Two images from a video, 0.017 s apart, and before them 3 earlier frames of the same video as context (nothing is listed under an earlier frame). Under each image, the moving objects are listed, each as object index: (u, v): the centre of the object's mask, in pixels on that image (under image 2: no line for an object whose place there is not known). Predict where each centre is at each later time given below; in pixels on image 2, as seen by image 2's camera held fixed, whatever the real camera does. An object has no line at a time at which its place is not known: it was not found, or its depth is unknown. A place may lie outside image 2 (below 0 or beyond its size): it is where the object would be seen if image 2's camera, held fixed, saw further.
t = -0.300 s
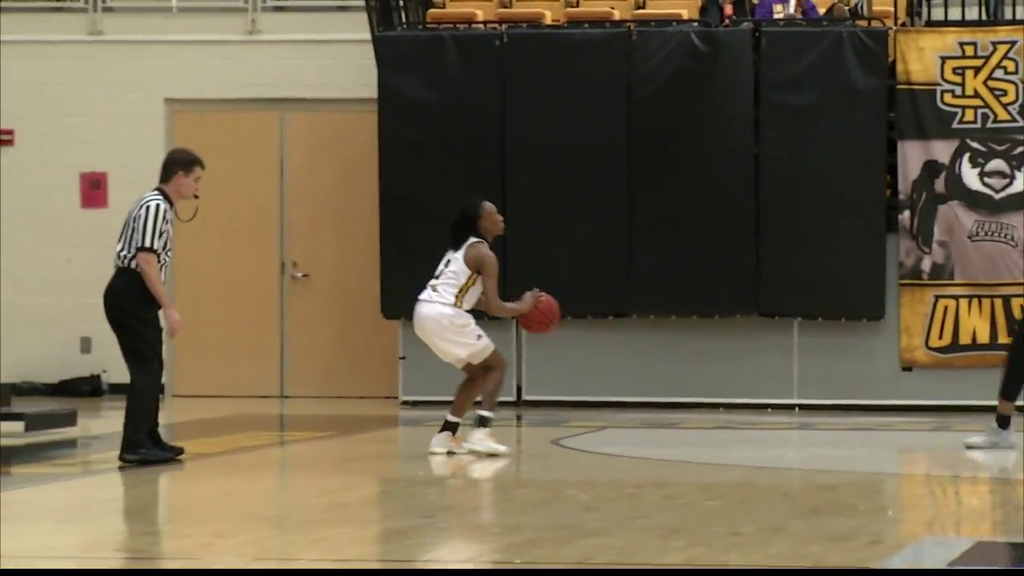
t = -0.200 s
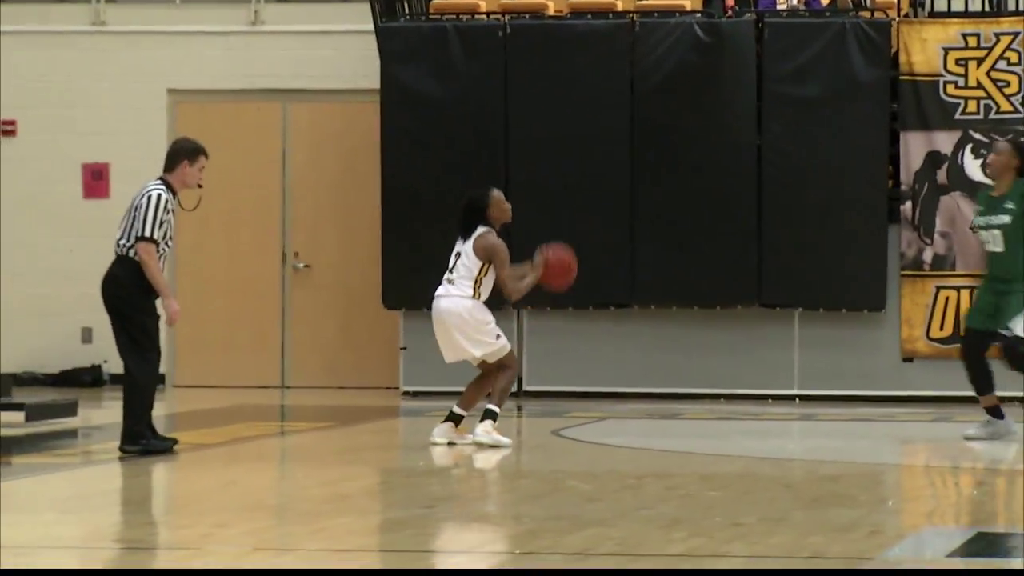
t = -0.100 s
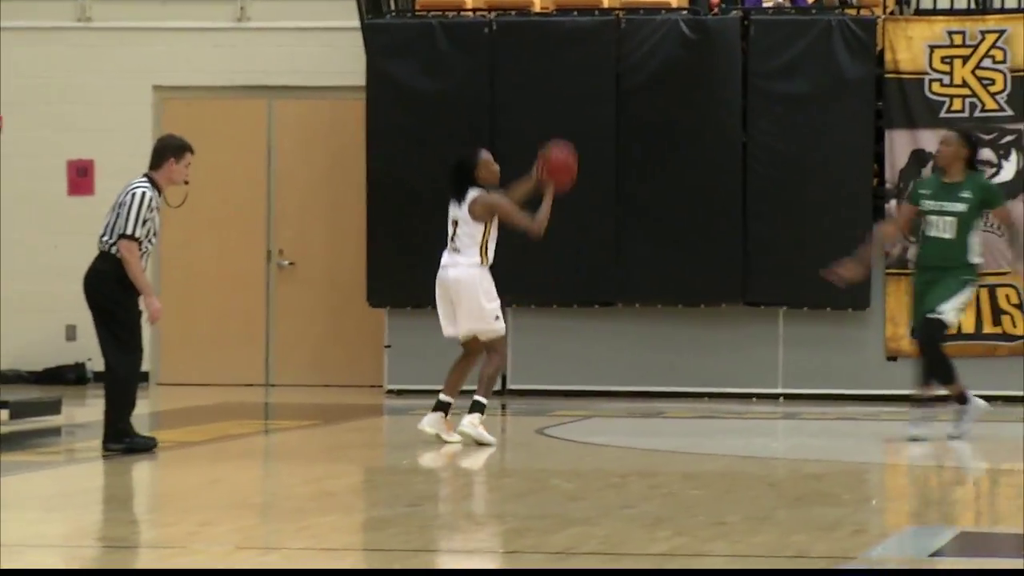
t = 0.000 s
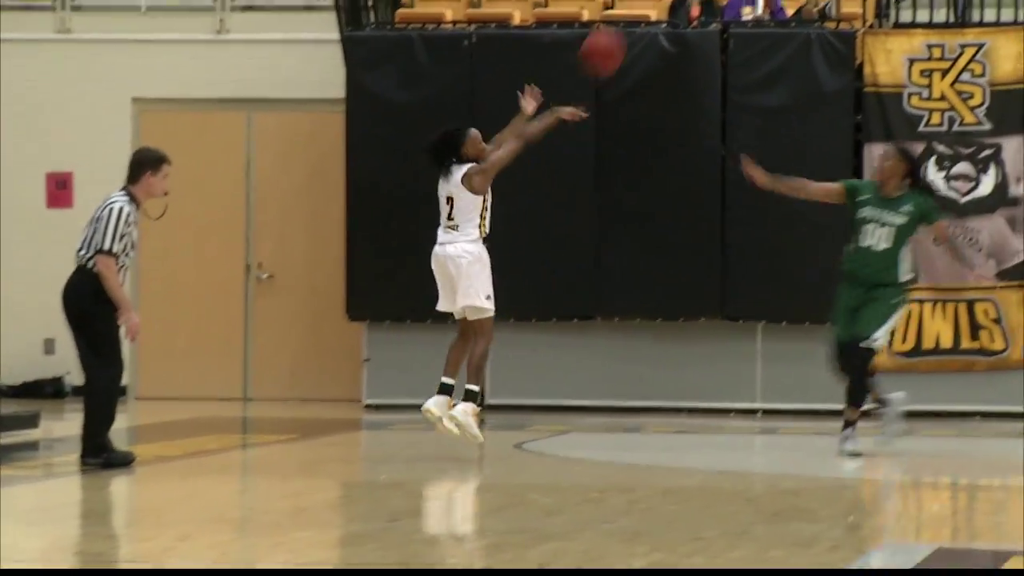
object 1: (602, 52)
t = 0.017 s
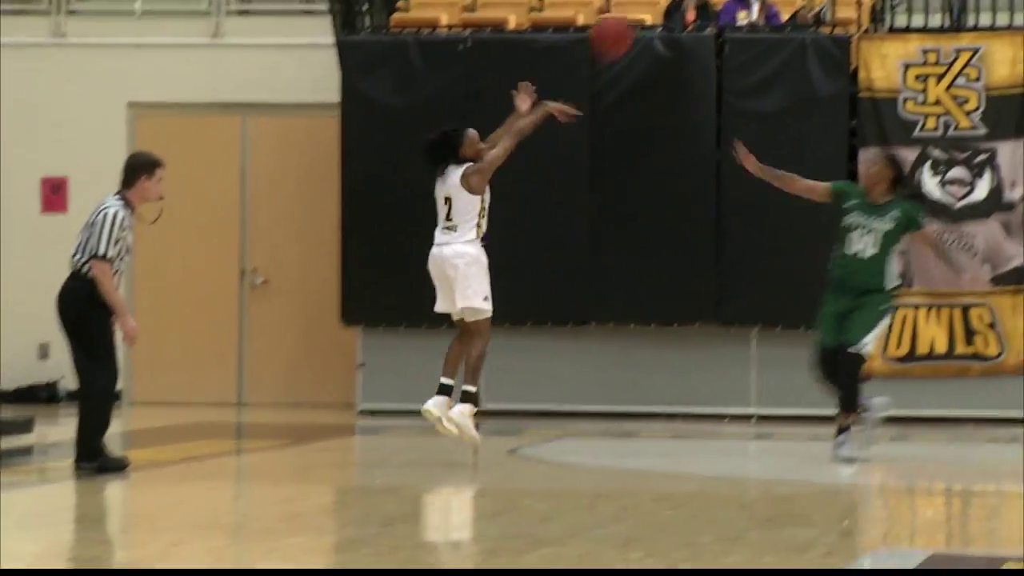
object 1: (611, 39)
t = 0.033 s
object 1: (626, 15)
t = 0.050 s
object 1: (642, -2)
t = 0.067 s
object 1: (656, -16)
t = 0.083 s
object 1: (670, -30)
